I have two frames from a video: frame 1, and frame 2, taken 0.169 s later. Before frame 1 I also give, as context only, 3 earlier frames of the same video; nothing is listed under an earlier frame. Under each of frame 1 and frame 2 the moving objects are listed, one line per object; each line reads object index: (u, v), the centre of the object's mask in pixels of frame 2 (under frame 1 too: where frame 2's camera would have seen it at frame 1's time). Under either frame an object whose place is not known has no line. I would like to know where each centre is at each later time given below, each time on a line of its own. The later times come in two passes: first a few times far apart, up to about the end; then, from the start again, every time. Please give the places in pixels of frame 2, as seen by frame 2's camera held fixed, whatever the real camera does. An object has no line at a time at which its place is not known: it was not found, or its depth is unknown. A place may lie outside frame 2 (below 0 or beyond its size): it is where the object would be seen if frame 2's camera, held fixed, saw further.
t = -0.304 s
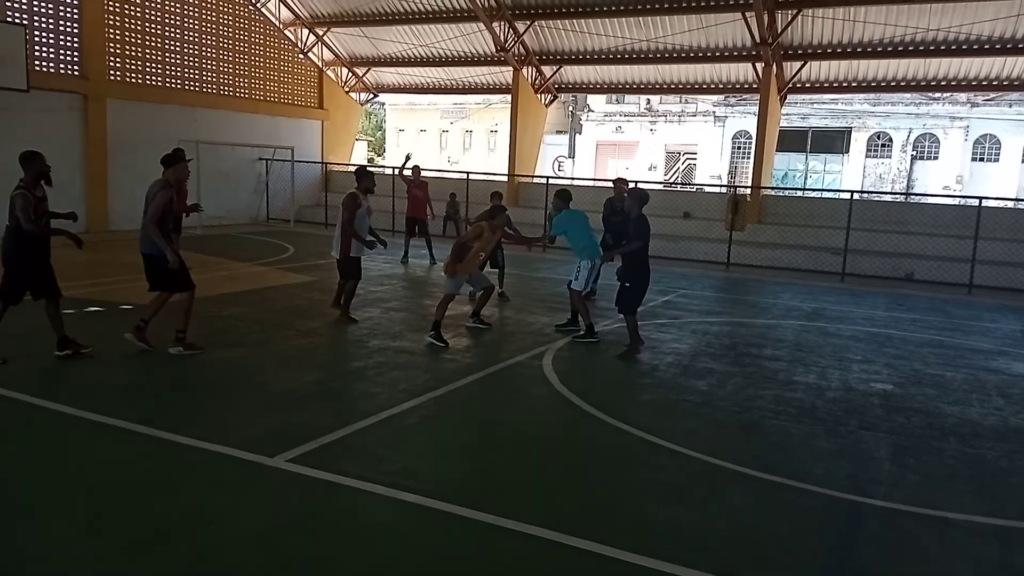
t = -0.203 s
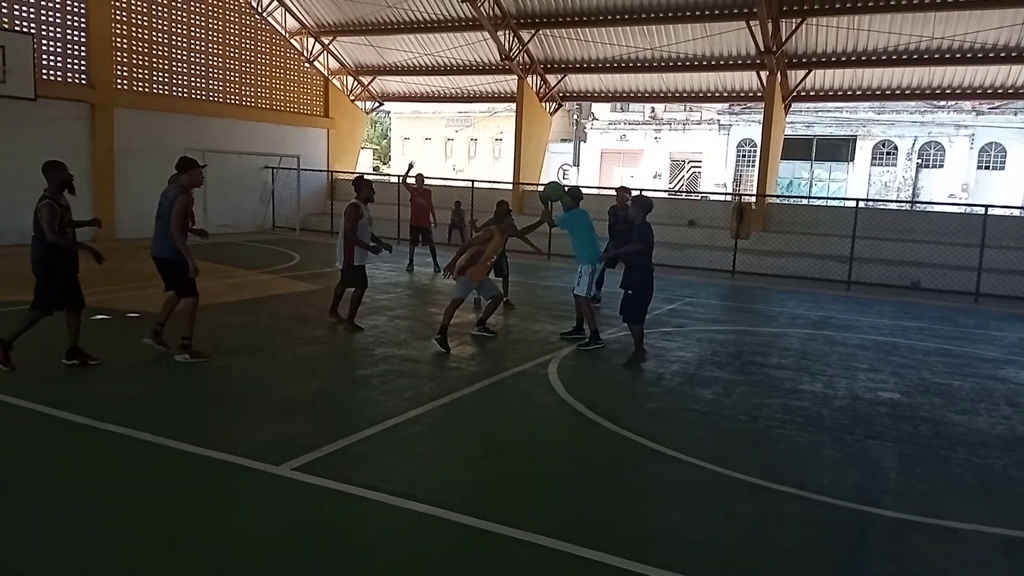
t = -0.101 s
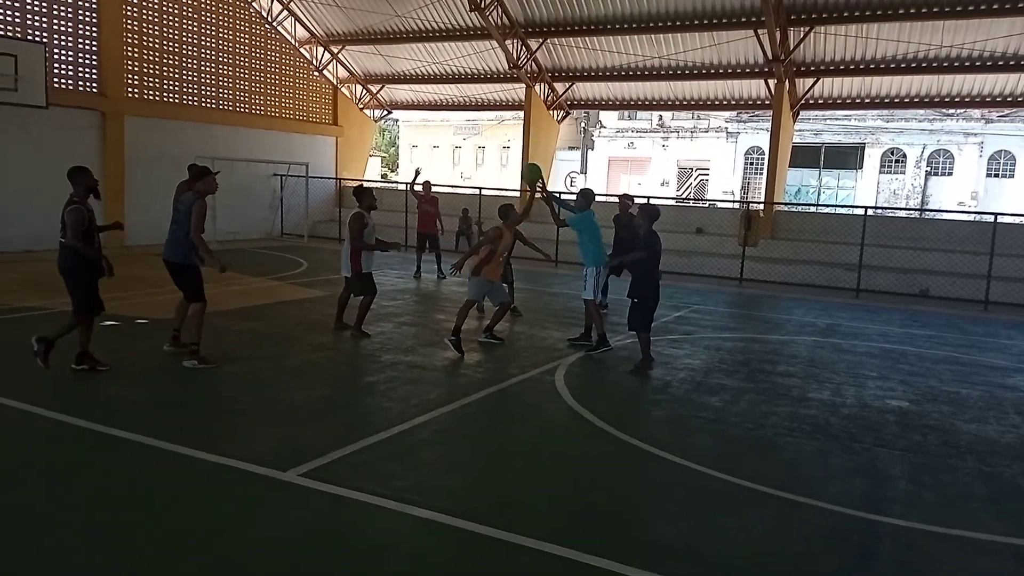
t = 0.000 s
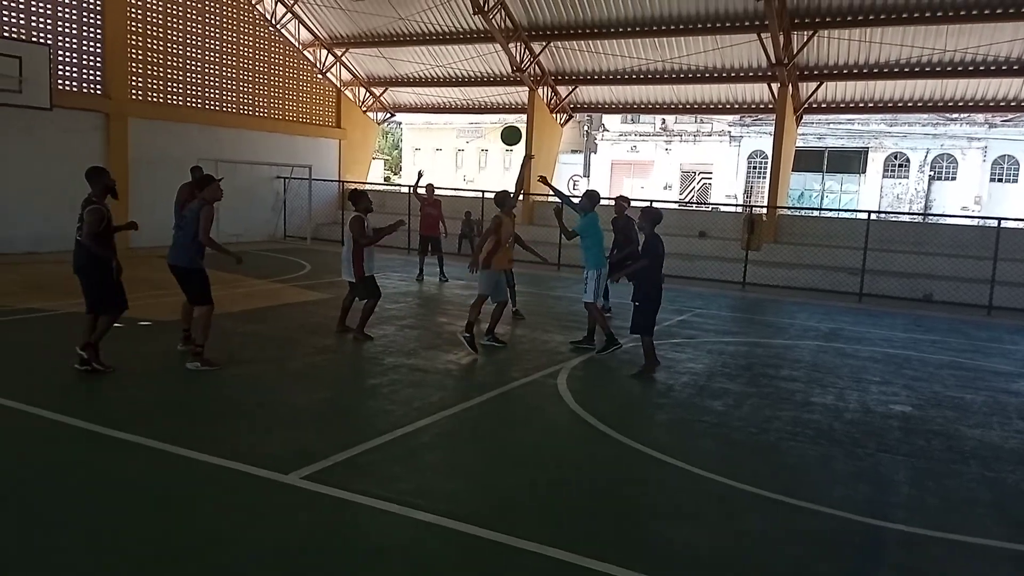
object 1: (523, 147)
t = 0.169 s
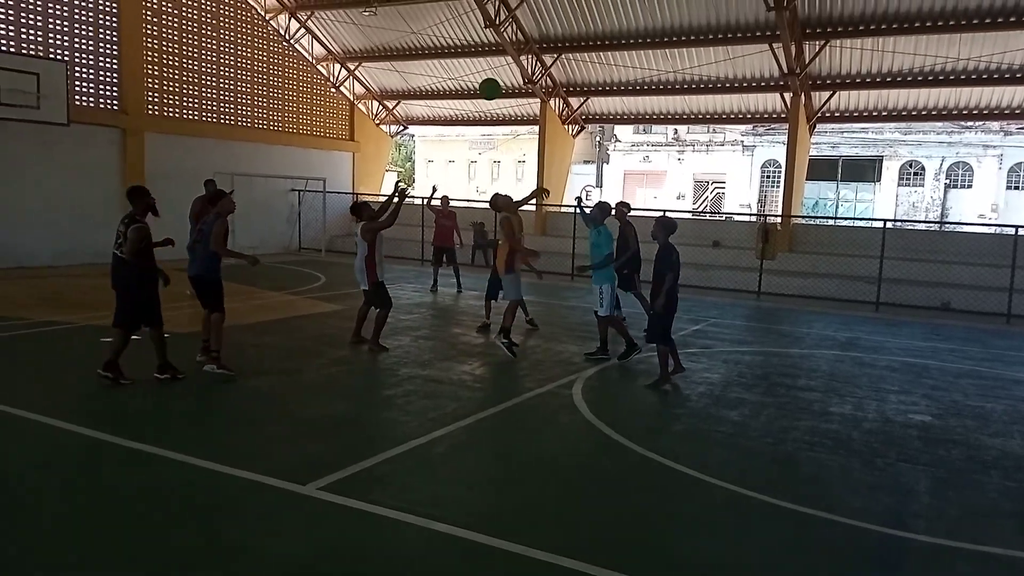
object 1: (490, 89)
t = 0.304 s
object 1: (461, 58)
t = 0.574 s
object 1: (398, 50)
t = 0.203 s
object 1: (483, 80)
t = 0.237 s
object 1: (475, 72)
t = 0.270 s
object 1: (468, 65)
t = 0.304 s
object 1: (461, 58)
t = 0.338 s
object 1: (454, 54)
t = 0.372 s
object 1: (446, 51)
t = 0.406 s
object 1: (439, 48)
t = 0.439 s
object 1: (431, 46)
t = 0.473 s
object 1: (422, 46)
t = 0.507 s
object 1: (414, 46)
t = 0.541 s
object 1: (406, 47)
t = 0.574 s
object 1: (398, 50)
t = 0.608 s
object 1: (390, 54)
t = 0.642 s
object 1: (382, 59)
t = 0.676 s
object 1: (373, 66)
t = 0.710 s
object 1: (364, 73)
